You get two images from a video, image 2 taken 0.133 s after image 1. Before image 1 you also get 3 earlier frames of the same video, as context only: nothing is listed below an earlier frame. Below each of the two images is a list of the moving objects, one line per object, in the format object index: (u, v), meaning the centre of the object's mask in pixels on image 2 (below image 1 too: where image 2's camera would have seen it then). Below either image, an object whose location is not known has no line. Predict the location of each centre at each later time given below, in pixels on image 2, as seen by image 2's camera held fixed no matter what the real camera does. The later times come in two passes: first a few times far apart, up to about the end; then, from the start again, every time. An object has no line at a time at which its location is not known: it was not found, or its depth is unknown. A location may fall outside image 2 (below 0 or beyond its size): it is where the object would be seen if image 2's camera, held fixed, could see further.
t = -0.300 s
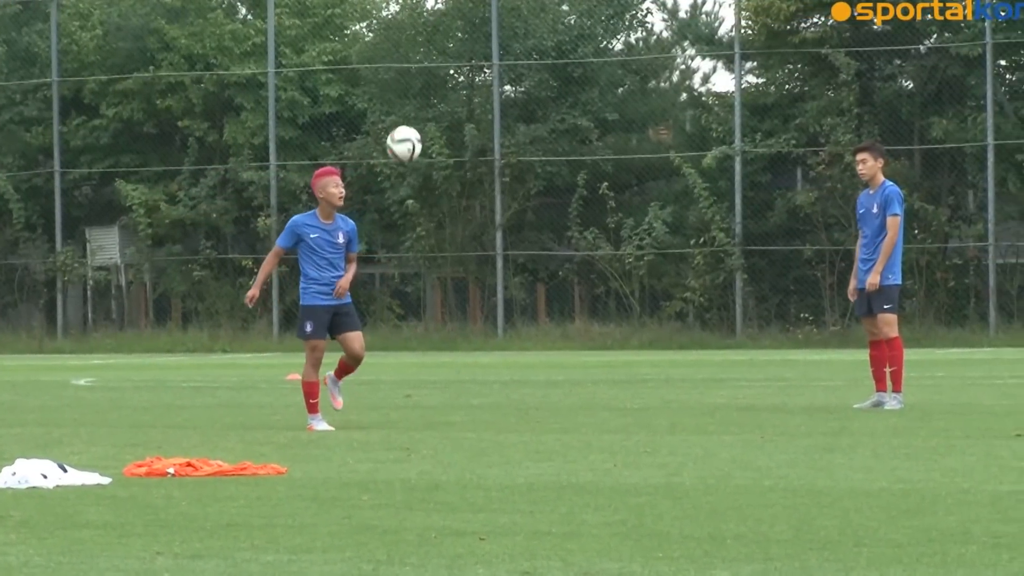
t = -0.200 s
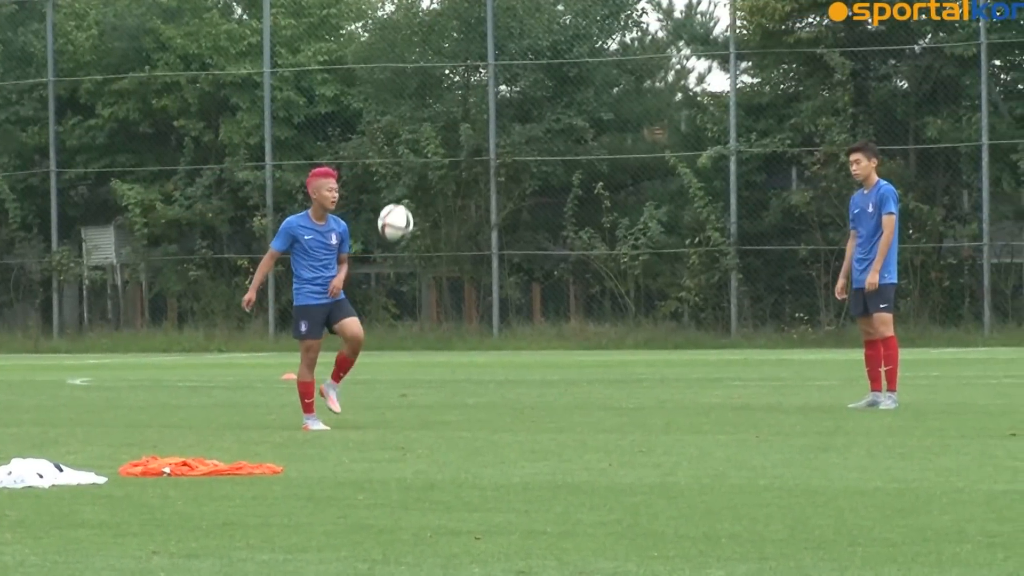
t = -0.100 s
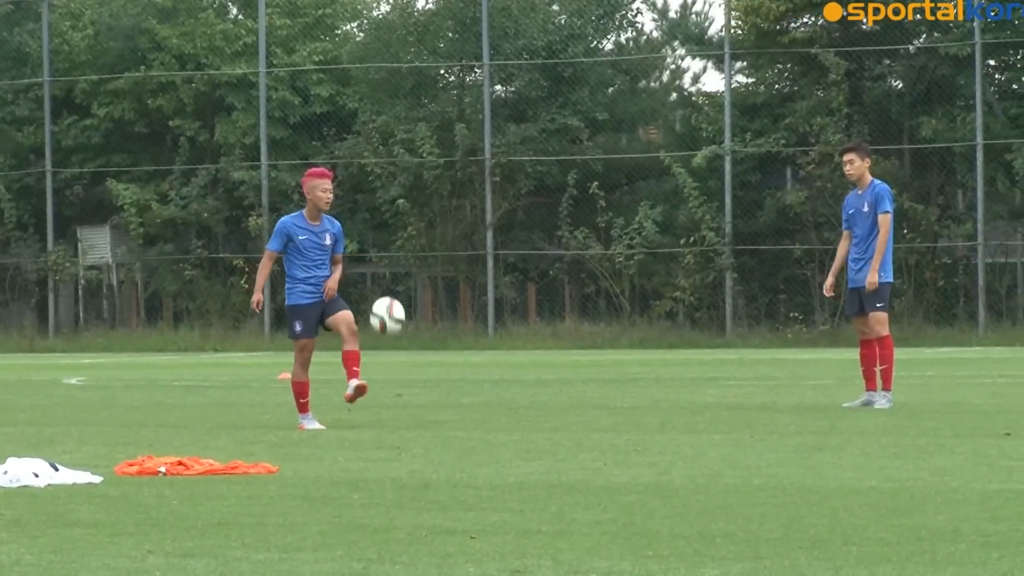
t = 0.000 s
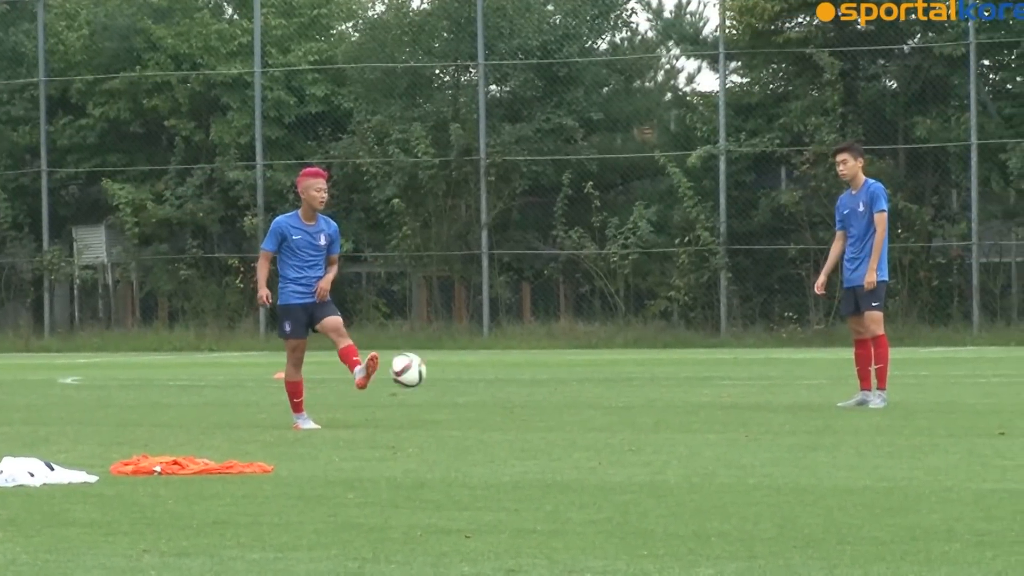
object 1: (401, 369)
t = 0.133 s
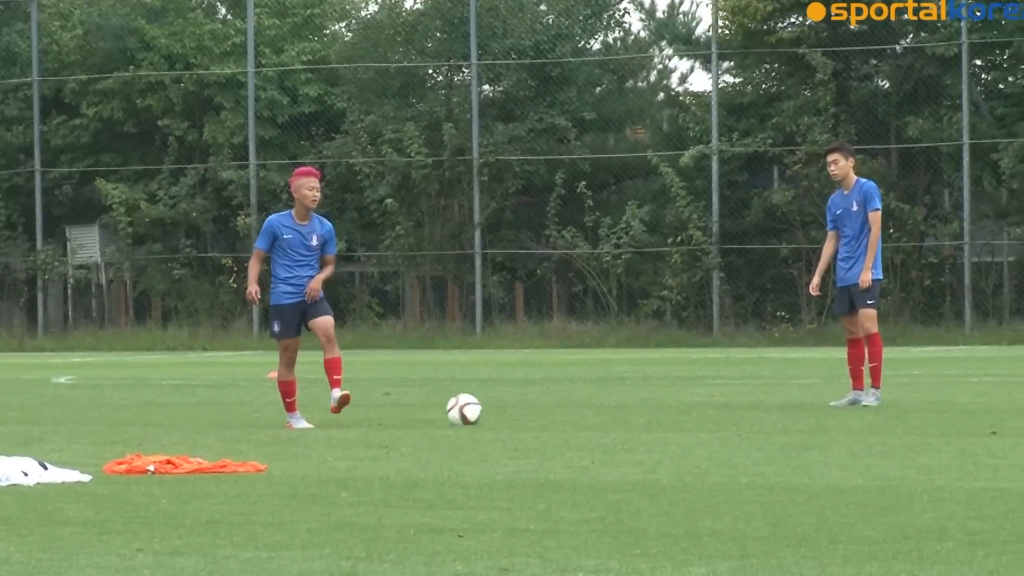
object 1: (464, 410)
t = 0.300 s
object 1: (525, 385)
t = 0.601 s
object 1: (633, 395)
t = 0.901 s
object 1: (732, 393)
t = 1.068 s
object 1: (784, 395)
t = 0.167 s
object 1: (477, 405)
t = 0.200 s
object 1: (489, 398)
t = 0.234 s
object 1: (501, 392)
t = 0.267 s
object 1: (514, 388)
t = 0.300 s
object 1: (525, 385)
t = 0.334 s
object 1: (538, 385)
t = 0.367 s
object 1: (550, 386)
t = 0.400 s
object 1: (562, 389)
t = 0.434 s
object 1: (574, 393)
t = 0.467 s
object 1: (586, 399)
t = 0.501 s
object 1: (599, 405)
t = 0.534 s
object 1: (610, 401)
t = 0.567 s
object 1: (622, 397)
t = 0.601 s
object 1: (633, 395)
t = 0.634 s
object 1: (644, 394)
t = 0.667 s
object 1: (656, 395)
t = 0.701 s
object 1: (668, 397)
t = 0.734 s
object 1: (679, 401)
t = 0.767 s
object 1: (690, 401)
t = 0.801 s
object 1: (701, 397)
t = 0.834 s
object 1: (711, 394)
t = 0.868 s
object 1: (721, 393)
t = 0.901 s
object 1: (732, 393)
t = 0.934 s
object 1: (743, 395)
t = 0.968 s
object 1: (753, 398)
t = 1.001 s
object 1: (764, 399)
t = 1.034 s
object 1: (774, 397)
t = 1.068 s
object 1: (784, 395)
